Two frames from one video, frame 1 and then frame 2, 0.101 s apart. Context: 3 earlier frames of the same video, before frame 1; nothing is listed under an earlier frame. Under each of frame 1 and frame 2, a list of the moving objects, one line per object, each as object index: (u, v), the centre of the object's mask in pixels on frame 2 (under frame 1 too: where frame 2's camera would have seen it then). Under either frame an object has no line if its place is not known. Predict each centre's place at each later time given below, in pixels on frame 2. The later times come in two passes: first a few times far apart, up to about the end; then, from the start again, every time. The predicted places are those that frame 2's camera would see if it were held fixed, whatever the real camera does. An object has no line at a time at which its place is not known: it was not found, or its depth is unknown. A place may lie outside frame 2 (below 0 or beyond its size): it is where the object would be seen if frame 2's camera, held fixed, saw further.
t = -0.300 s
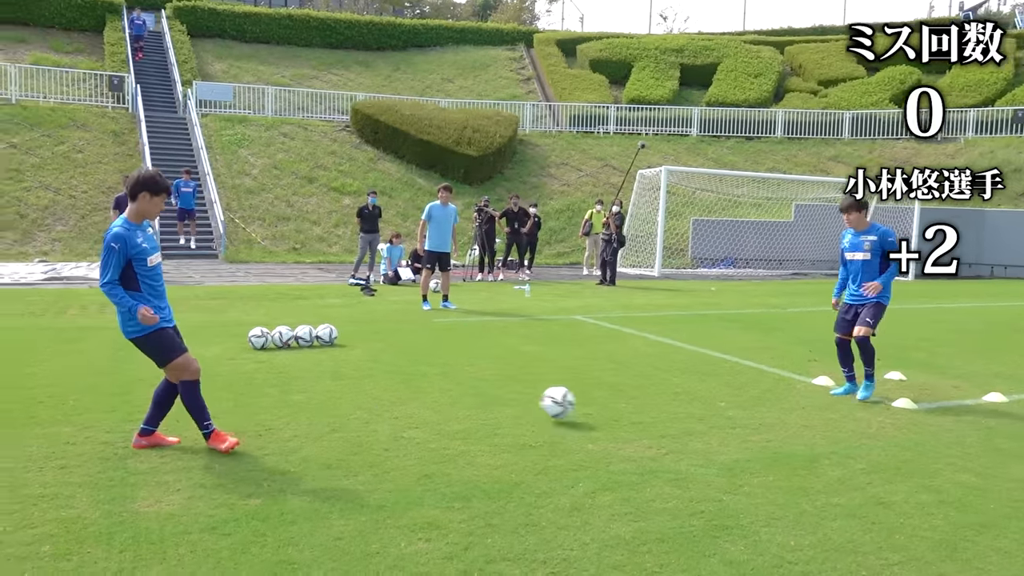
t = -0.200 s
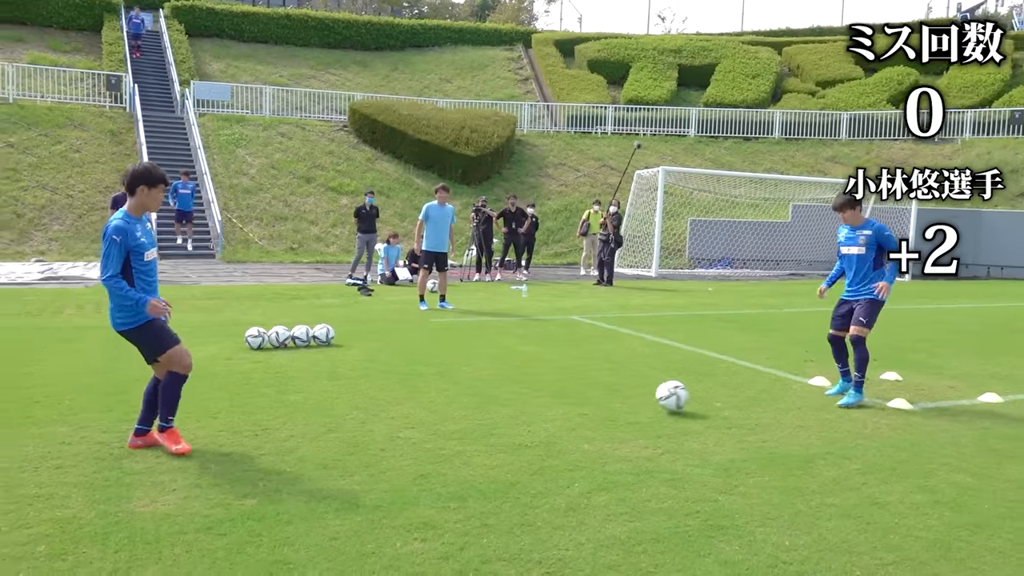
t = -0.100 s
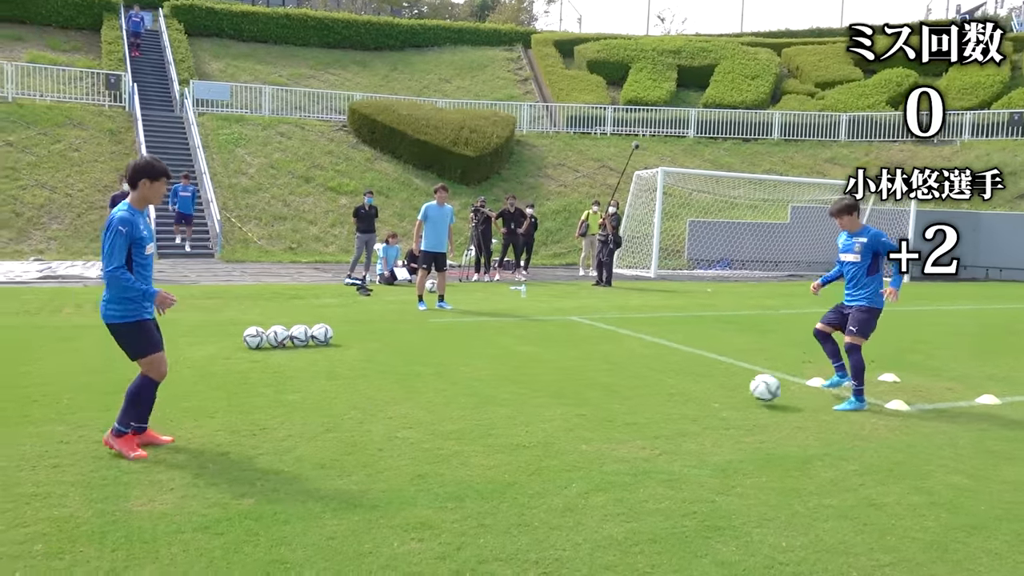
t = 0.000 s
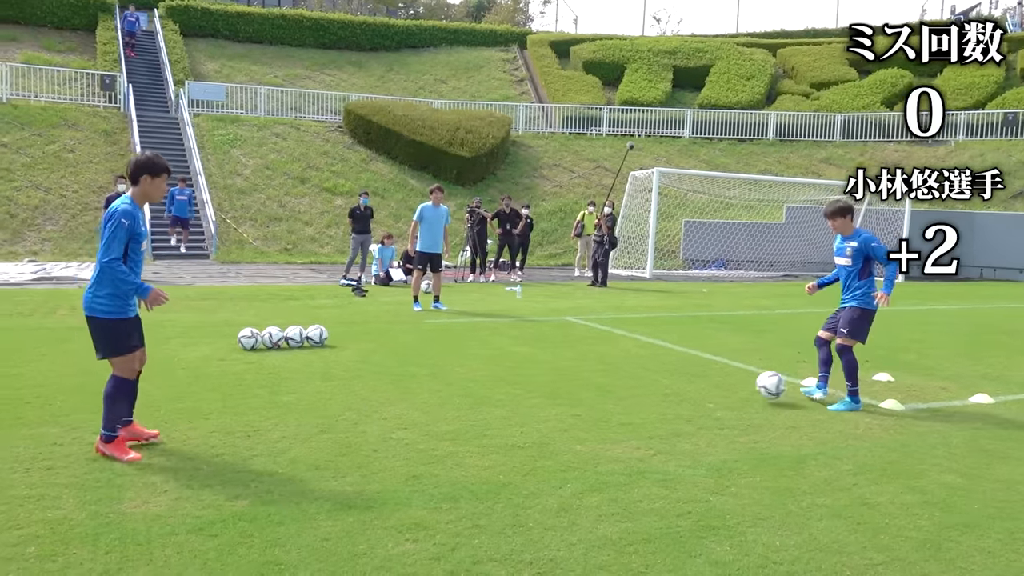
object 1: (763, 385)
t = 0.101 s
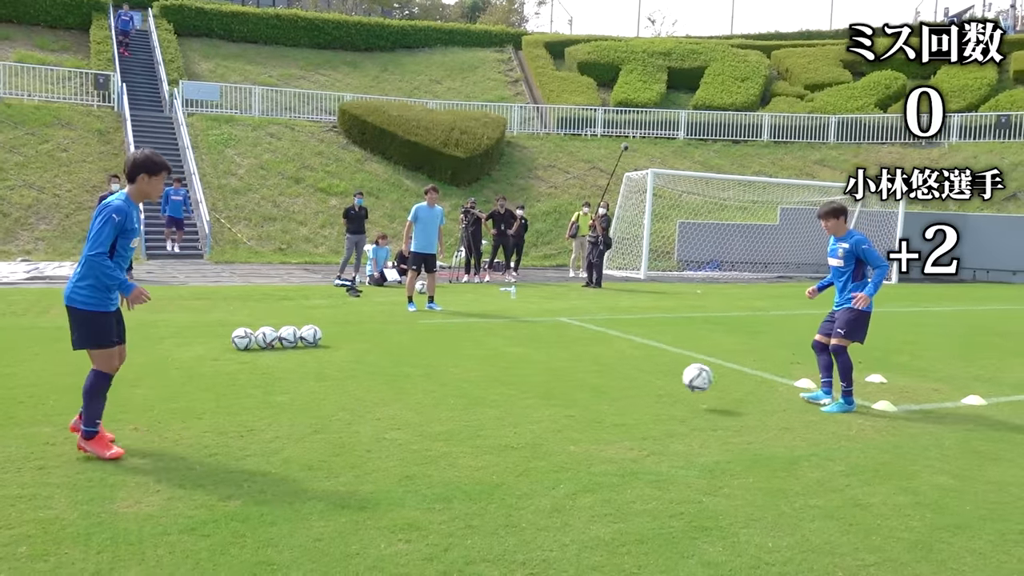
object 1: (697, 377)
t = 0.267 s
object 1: (574, 392)
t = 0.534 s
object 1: (414, 406)
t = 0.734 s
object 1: (288, 415)
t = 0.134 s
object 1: (674, 377)
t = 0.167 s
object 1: (649, 379)
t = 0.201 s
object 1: (625, 382)
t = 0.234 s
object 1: (600, 386)
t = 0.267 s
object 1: (574, 392)
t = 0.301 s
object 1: (548, 400)
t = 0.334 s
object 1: (526, 402)
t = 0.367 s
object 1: (508, 399)
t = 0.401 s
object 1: (490, 397)
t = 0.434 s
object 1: (472, 397)
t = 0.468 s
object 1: (453, 398)
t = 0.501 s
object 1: (434, 401)
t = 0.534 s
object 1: (414, 406)
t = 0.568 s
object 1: (394, 412)
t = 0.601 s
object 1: (374, 413)
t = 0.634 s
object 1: (353, 411)
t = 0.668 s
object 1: (332, 410)
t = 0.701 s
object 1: (311, 412)
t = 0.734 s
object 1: (288, 415)
